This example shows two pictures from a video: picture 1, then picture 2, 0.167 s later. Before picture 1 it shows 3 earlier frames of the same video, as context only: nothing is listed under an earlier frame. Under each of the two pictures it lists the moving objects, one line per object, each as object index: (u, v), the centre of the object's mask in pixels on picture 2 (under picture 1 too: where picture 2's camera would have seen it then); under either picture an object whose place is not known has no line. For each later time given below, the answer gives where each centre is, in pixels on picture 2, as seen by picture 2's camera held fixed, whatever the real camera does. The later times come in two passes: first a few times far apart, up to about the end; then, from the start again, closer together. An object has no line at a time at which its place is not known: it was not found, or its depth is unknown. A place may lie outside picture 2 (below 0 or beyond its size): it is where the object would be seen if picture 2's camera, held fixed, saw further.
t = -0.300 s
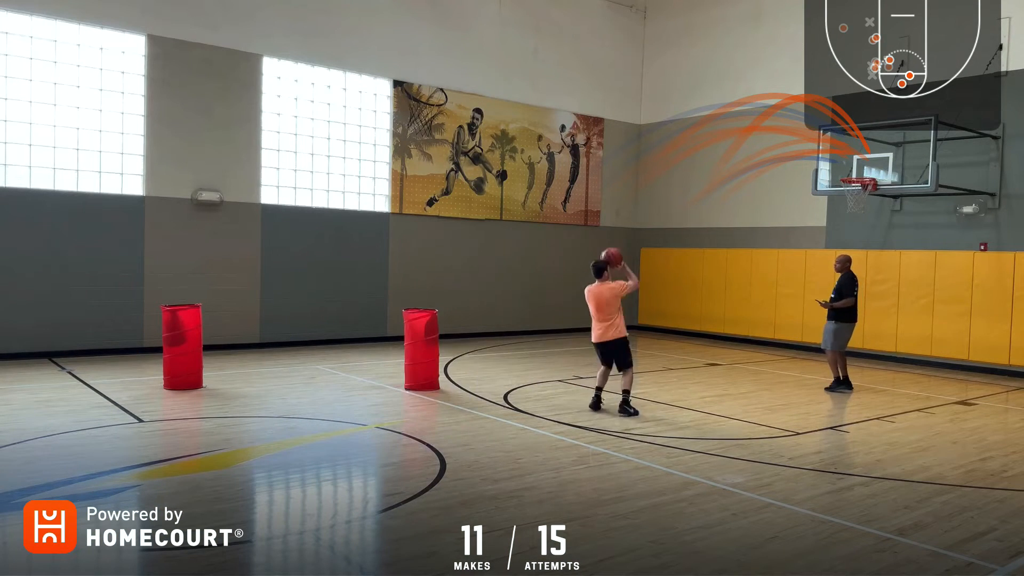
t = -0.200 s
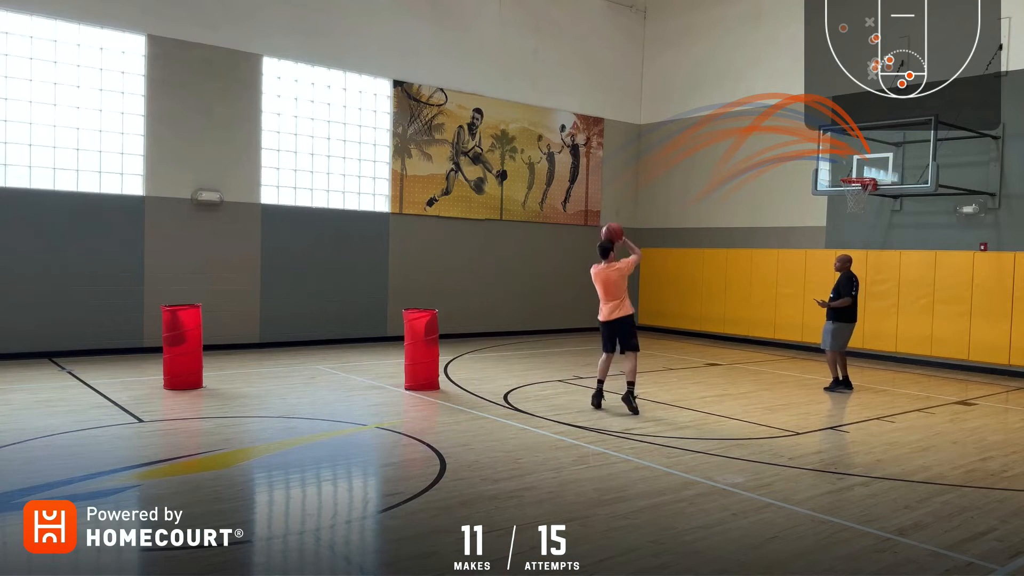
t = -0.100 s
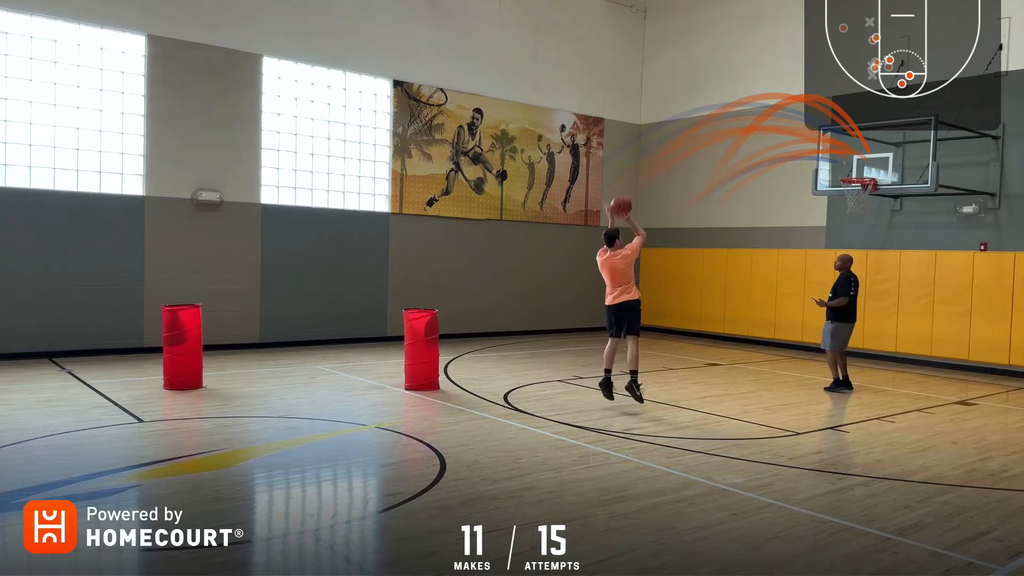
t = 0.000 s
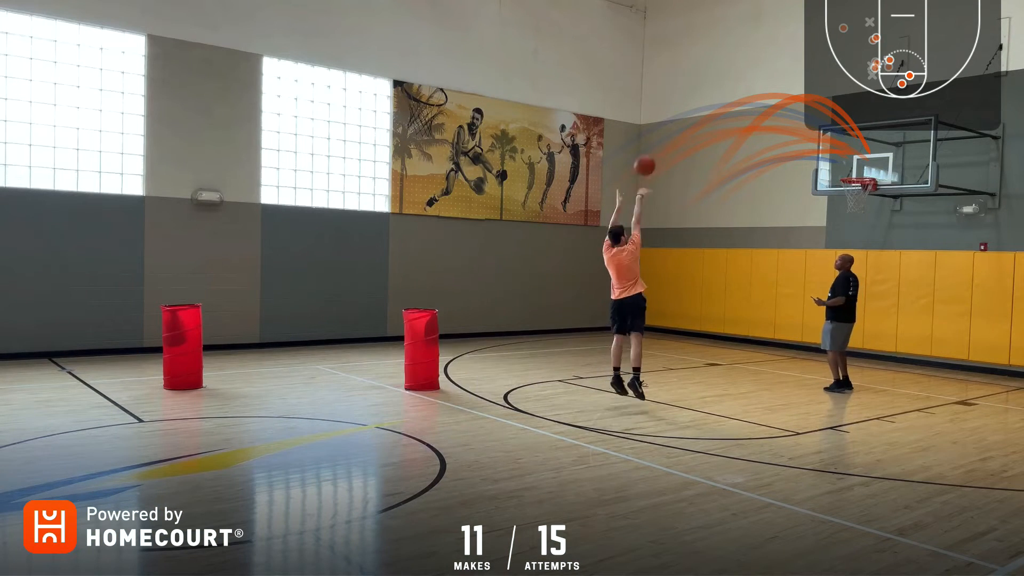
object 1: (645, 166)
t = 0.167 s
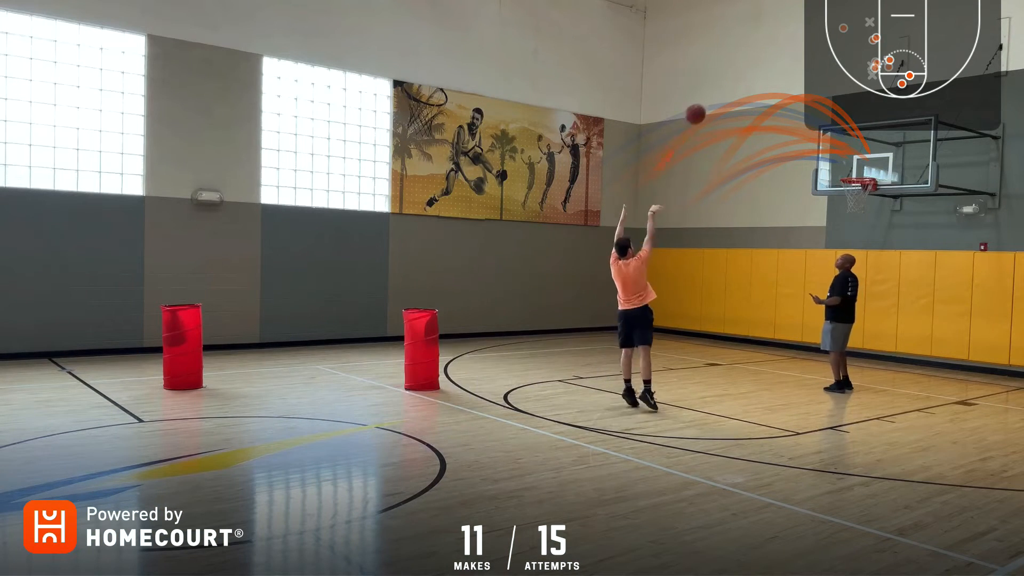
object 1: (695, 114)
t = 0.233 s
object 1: (713, 101)
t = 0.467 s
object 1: (771, 86)
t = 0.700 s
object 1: (819, 112)
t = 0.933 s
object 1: (859, 171)
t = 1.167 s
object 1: (860, 231)
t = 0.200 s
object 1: (705, 107)
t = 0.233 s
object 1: (713, 101)
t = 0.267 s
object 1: (722, 96)
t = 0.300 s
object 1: (731, 92)
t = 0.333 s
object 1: (739, 89)
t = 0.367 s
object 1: (748, 87)
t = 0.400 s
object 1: (756, 86)
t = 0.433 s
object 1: (763, 86)
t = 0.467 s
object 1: (771, 86)
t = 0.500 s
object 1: (778, 88)
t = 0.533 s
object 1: (786, 90)
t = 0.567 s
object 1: (793, 93)
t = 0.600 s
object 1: (799, 97)
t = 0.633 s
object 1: (806, 101)
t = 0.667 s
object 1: (813, 107)
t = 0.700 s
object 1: (819, 112)
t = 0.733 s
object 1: (824, 120)
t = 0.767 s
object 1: (831, 126)
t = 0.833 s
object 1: (843, 142)
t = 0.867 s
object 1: (849, 151)
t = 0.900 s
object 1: (854, 161)
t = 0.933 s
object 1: (859, 171)
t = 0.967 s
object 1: (865, 182)
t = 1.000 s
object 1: (868, 189)
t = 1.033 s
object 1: (866, 200)
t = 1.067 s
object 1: (864, 206)
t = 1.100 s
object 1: (863, 214)
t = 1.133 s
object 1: (862, 222)
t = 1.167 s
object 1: (860, 231)
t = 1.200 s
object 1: (859, 240)
